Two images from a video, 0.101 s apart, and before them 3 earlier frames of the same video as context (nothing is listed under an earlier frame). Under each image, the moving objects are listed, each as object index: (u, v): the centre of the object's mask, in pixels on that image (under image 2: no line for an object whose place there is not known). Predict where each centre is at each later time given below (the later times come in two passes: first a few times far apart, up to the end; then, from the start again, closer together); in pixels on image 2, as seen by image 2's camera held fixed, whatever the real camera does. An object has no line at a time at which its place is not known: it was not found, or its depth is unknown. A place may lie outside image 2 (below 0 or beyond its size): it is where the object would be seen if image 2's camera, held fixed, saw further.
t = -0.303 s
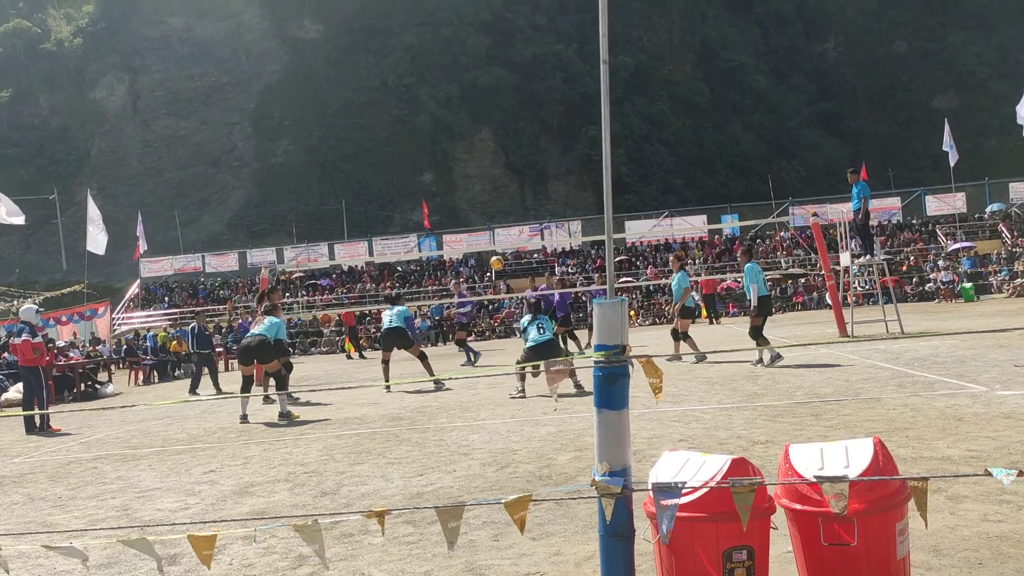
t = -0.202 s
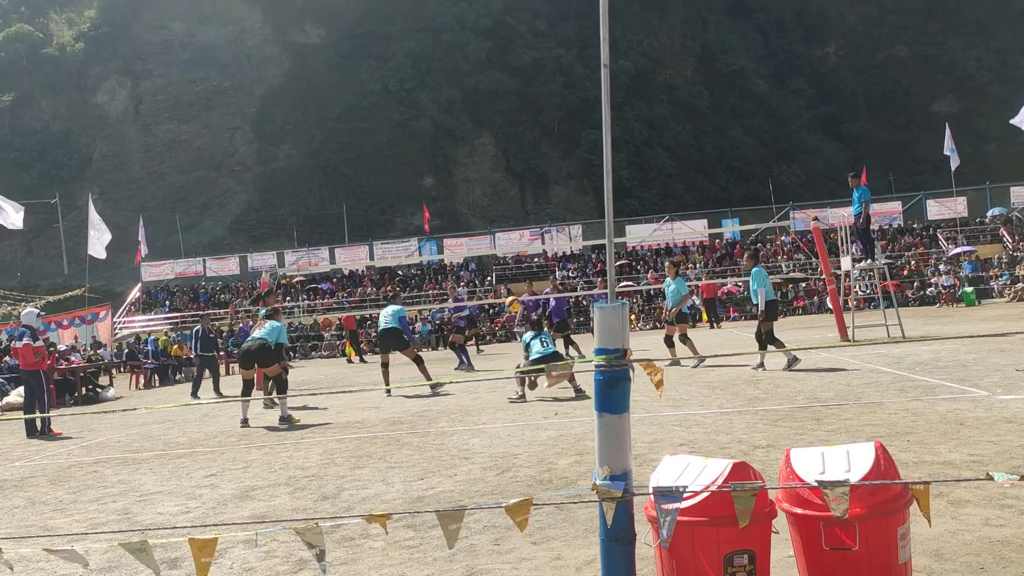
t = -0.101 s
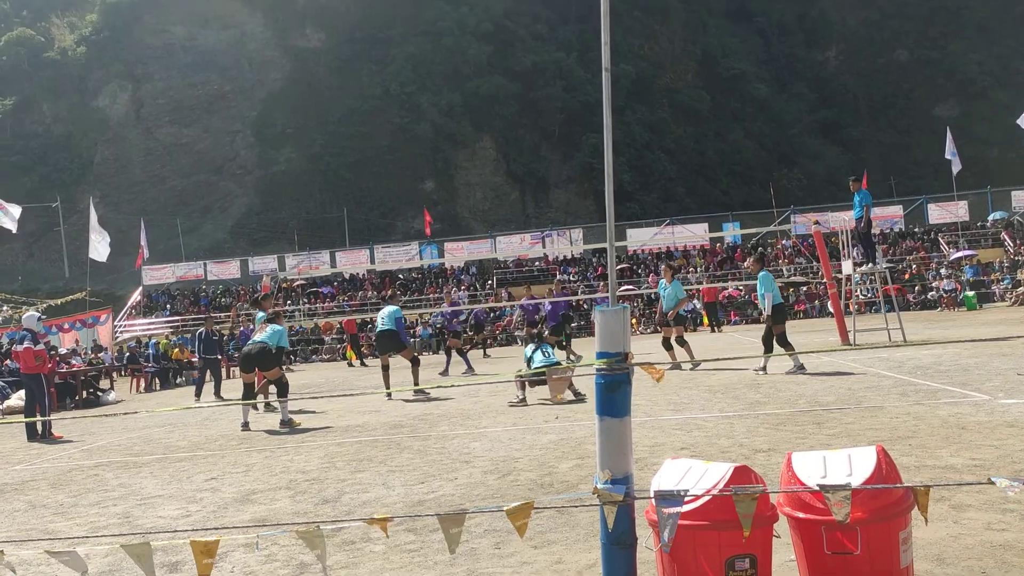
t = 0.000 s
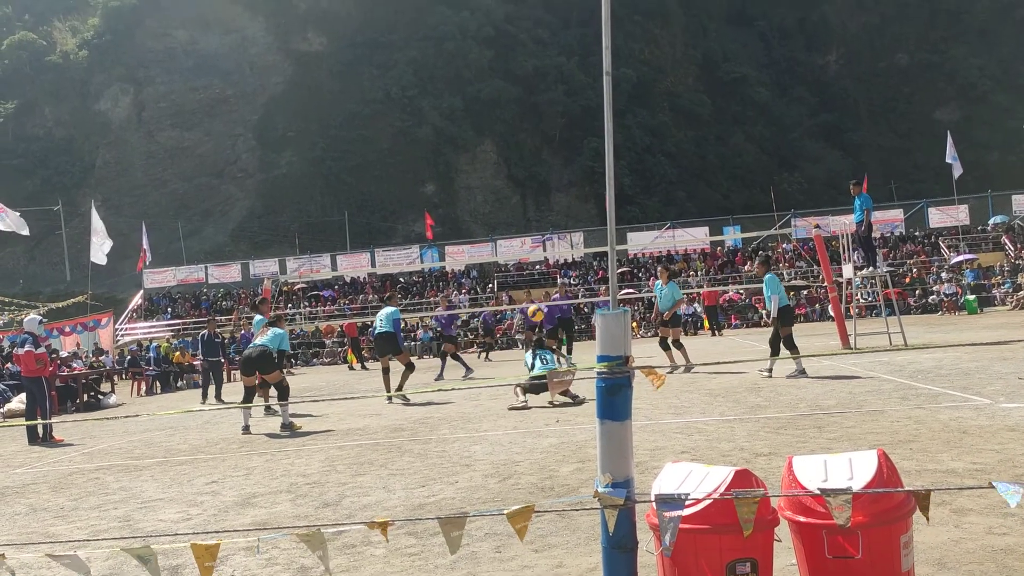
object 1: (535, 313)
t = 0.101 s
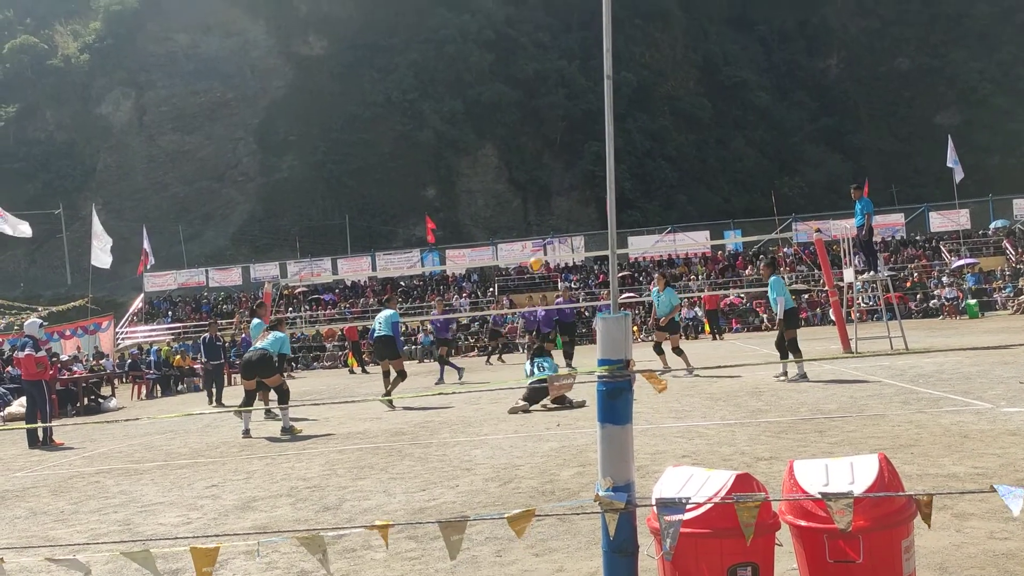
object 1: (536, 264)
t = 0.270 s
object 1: (535, 201)
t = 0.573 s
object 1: (539, 146)
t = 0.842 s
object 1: (546, 147)
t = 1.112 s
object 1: (555, 182)
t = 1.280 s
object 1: (562, 219)
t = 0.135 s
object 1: (536, 250)
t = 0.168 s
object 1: (535, 236)
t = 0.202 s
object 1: (535, 223)
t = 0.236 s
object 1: (535, 212)
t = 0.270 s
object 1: (535, 201)
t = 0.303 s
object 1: (536, 192)
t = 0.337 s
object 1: (536, 183)
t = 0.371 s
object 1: (536, 176)
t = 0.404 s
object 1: (536, 169)
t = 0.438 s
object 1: (537, 163)
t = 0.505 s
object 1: (538, 153)
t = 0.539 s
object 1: (538, 150)
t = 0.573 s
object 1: (539, 146)
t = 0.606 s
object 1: (540, 144)
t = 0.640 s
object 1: (540, 143)
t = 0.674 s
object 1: (541, 142)
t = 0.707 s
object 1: (542, 142)
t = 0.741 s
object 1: (543, 142)
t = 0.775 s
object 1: (544, 143)
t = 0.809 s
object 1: (545, 145)
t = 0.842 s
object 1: (546, 147)
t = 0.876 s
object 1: (547, 149)
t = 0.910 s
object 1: (548, 153)
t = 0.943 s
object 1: (549, 156)
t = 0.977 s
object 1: (550, 161)
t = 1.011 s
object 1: (551, 165)
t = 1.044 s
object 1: (552, 171)
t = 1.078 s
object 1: (554, 176)
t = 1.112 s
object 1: (555, 182)
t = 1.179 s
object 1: (557, 196)
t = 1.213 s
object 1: (559, 204)
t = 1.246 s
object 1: (560, 211)
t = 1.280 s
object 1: (562, 219)
